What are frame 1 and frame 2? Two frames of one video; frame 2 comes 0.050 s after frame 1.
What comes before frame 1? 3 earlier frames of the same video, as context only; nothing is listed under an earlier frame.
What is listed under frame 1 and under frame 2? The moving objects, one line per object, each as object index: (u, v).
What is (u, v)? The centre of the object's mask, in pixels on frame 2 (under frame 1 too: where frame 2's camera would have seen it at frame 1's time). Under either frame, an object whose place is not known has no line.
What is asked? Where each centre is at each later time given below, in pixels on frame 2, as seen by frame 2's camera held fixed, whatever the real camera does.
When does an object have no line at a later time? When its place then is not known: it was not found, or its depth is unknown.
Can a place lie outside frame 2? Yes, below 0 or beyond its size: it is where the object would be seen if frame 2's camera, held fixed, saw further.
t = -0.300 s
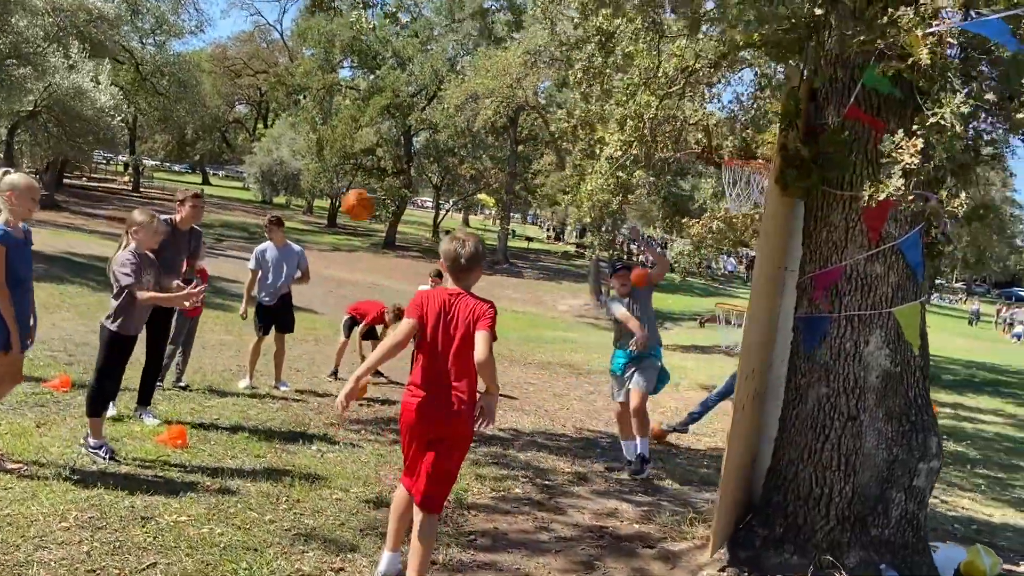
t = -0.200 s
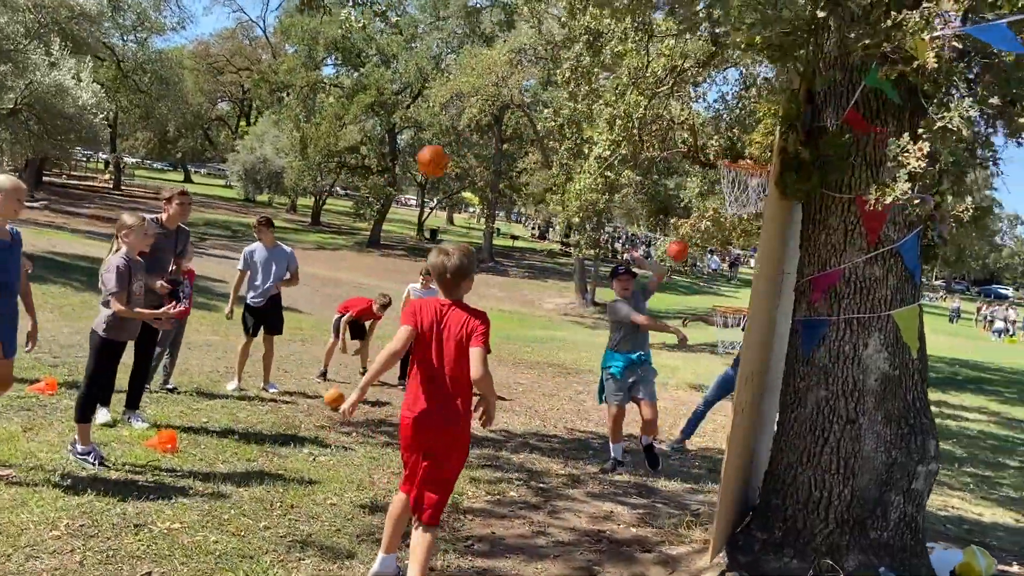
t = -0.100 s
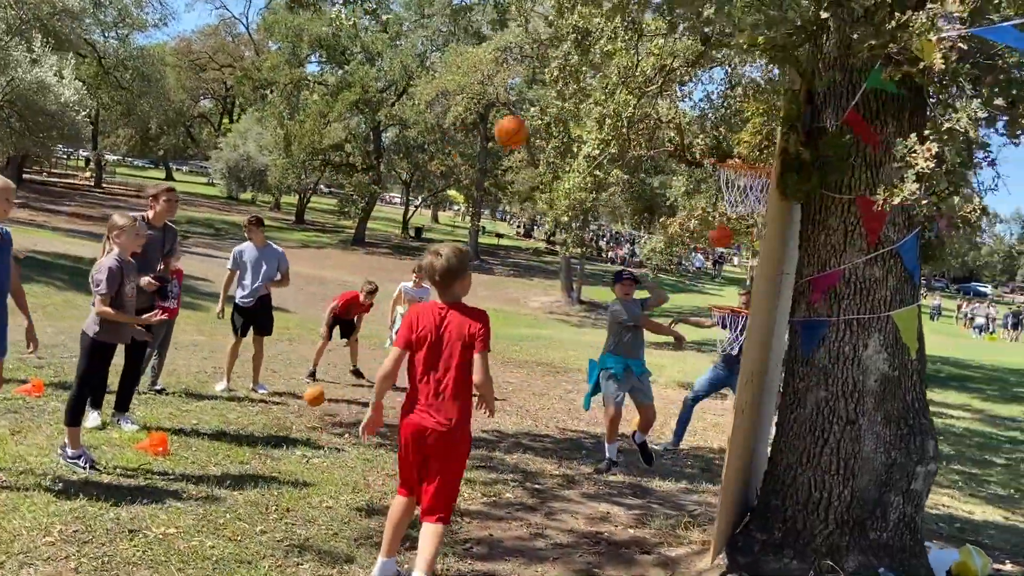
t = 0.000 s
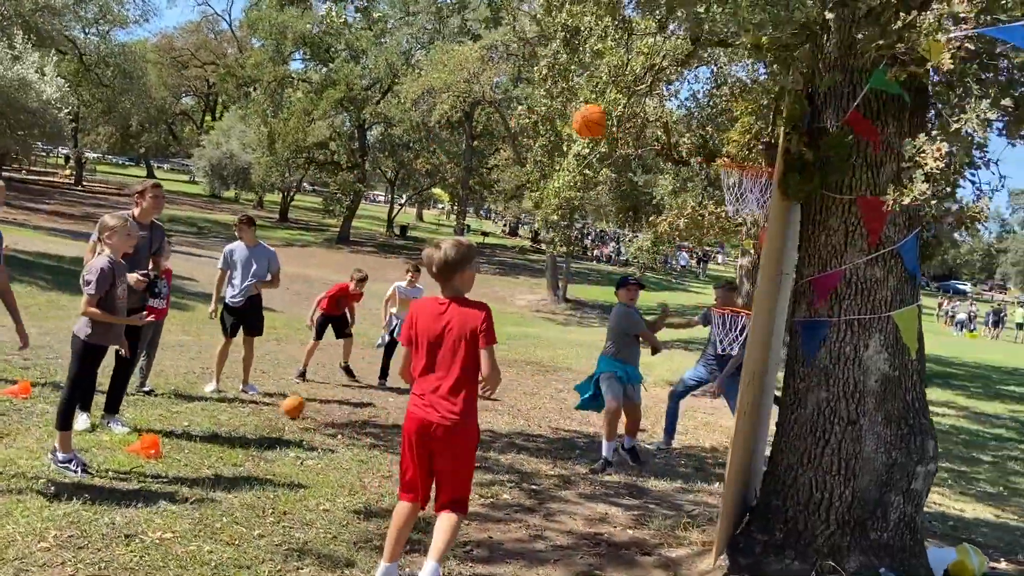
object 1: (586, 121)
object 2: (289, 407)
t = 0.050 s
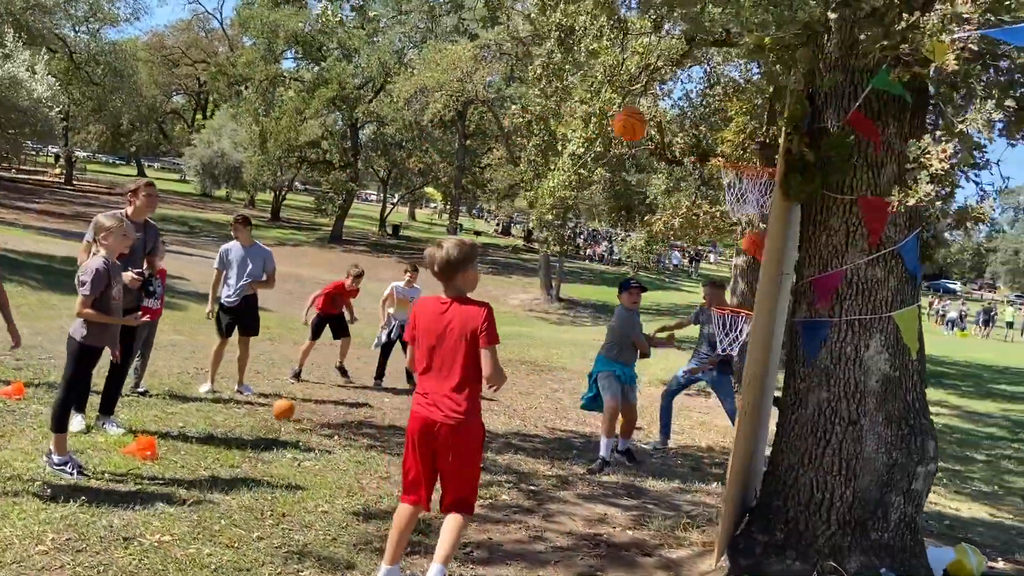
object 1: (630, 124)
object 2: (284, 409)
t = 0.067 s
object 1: (643, 127)
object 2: (281, 408)
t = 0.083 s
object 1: (658, 128)
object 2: (279, 409)
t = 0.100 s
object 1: (670, 130)
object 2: (278, 408)
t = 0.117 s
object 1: (684, 134)
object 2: (276, 408)
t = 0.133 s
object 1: (698, 138)
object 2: (274, 409)
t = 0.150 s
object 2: (272, 409)
